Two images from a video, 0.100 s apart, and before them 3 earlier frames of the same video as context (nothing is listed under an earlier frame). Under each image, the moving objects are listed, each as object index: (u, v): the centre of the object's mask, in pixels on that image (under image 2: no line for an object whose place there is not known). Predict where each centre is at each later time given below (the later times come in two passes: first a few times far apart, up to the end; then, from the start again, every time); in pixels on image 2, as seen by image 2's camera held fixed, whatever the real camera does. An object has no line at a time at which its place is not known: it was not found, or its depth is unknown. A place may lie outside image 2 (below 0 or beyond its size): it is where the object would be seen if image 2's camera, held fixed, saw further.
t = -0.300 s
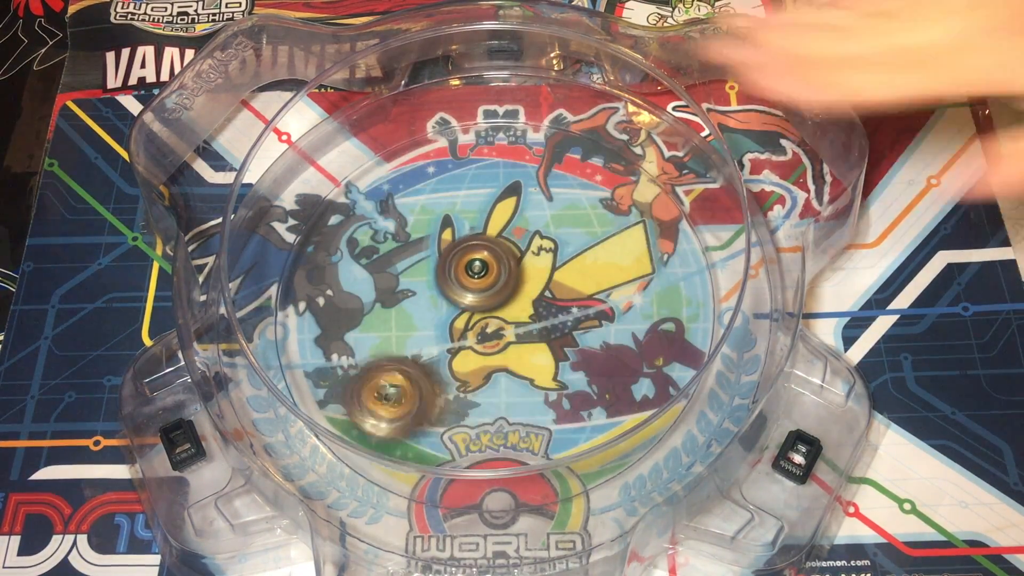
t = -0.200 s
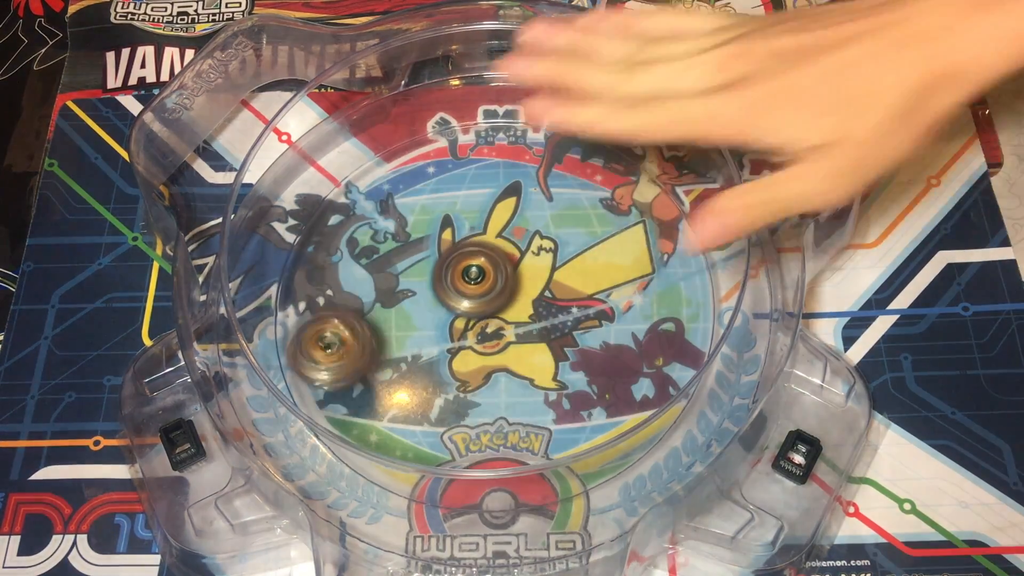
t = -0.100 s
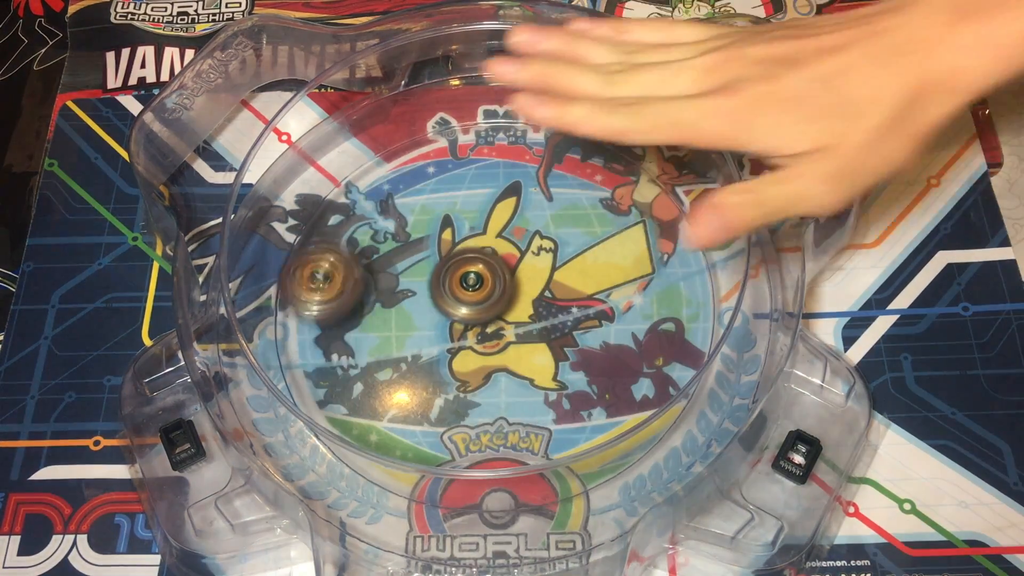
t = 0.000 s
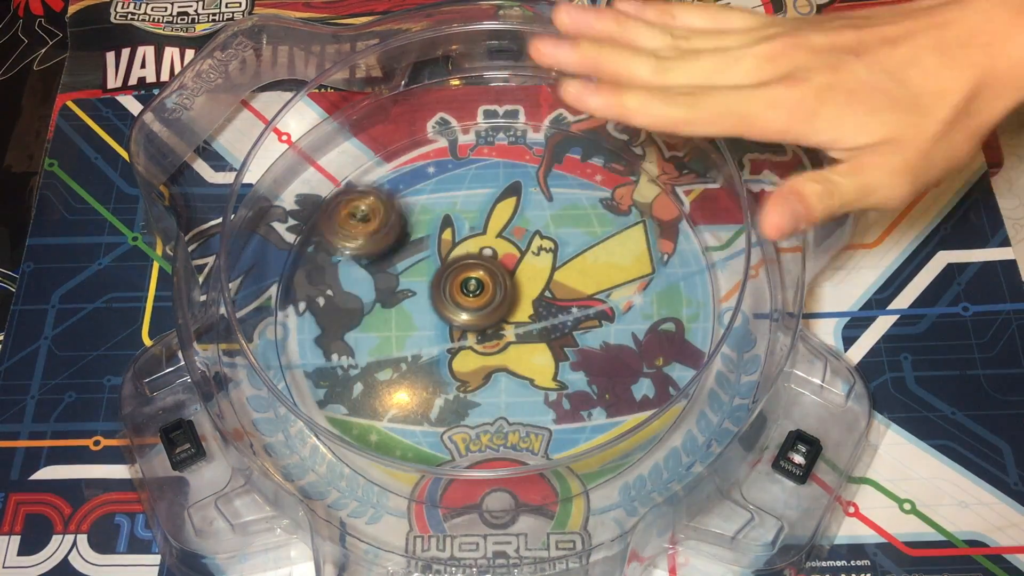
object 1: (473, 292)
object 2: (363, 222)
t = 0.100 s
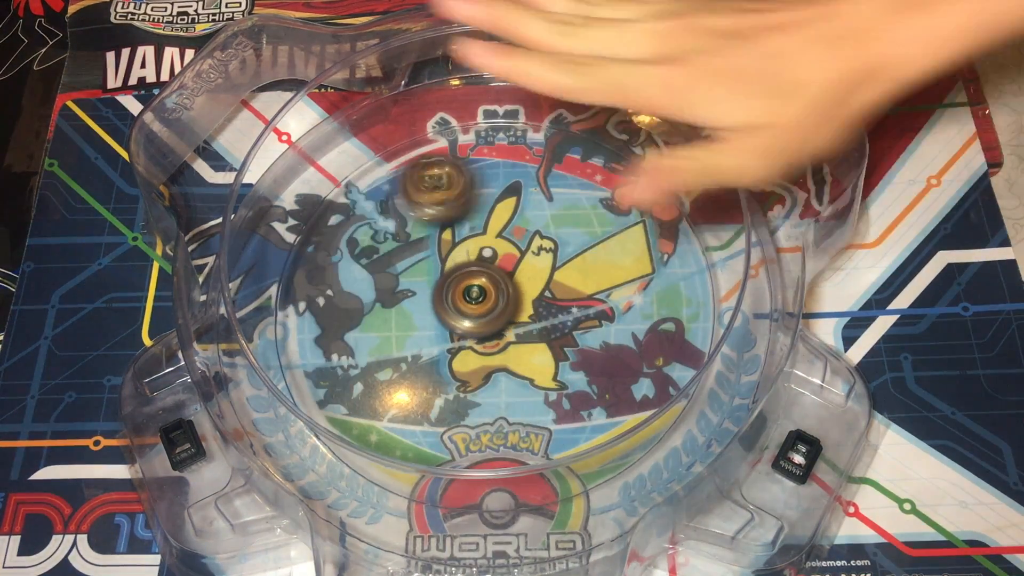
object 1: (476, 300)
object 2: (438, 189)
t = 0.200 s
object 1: (478, 306)
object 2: (521, 193)
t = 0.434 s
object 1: (495, 317)
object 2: (646, 310)
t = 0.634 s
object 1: (507, 319)
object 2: (569, 419)
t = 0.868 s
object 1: (520, 310)
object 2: (403, 362)
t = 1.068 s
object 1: (524, 298)
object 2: (410, 224)
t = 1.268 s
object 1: (522, 286)
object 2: (521, 156)
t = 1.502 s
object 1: (510, 273)
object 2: (625, 247)
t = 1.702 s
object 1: (496, 270)
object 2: (547, 372)
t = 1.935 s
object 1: (482, 273)
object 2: (385, 363)
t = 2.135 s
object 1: (474, 283)
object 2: (361, 257)
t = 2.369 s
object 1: (474, 297)
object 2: (503, 205)
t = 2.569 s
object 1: (484, 308)
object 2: (609, 271)
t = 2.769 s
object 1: (496, 314)
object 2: (598, 376)
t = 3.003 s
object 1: (513, 312)
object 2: (452, 382)
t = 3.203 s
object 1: (521, 305)
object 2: (412, 273)
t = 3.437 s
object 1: (523, 292)
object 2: (496, 183)
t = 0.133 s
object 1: (476, 302)
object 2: (466, 185)
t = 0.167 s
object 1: (477, 304)
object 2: (496, 187)
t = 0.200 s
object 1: (478, 306)
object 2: (521, 193)
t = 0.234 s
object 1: (480, 308)
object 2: (549, 200)
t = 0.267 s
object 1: (482, 310)
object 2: (574, 212)
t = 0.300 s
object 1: (484, 312)
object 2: (594, 227)
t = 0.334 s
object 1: (486, 314)
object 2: (616, 245)
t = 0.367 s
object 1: (489, 315)
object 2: (629, 264)
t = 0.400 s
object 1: (491, 316)
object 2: (640, 286)
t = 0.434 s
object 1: (495, 317)
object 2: (646, 310)
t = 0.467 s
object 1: (497, 318)
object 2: (645, 332)
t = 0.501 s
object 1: (497, 319)
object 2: (642, 353)
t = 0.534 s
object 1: (500, 319)
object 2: (631, 375)
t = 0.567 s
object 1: (503, 320)
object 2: (615, 394)
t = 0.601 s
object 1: (504, 319)
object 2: (593, 408)
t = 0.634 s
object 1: (507, 319)
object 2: (569, 419)
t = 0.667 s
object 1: (510, 318)
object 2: (541, 427)
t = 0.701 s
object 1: (511, 318)
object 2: (513, 430)
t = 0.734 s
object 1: (514, 316)
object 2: (486, 427)
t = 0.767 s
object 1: (516, 315)
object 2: (461, 416)
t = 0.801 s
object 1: (517, 313)
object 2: (432, 399)
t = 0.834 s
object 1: (519, 312)
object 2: (418, 382)
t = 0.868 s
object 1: (520, 310)
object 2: (403, 362)
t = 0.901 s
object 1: (521, 308)
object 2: (394, 339)
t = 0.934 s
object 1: (522, 306)
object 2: (388, 313)
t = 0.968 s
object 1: (523, 304)
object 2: (388, 291)
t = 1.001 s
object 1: (524, 303)
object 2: (392, 267)
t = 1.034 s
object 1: (524, 300)
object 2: (398, 244)
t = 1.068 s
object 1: (524, 298)
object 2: (410, 224)
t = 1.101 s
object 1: (524, 295)
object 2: (423, 206)
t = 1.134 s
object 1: (525, 294)
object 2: (441, 189)
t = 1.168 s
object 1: (524, 292)
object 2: (458, 177)
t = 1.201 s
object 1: (524, 290)
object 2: (477, 166)
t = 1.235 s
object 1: (523, 288)
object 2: (499, 159)
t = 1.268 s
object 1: (522, 286)
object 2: (521, 156)
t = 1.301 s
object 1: (520, 285)
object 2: (542, 158)
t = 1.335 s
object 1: (518, 282)
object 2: (562, 164)
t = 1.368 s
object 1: (517, 279)
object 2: (577, 172)
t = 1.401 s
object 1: (515, 278)
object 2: (599, 186)
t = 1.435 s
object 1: (512, 276)
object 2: (611, 203)
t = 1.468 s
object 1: (511, 275)
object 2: (620, 224)
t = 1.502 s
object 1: (510, 273)
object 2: (625, 247)
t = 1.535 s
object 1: (507, 272)
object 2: (624, 272)
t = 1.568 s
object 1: (505, 271)
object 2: (618, 295)
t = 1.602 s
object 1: (503, 271)
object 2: (606, 319)
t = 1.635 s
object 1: (500, 270)
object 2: (590, 339)
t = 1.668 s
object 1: (498, 270)
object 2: (570, 357)
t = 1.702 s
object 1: (496, 270)
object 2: (547, 372)
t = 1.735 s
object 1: (494, 270)
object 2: (525, 381)
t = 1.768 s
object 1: (492, 270)
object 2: (497, 391)
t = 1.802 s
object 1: (490, 270)
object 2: (471, 391)
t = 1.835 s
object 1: (487, 271)
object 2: (447, 389)
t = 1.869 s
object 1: (485, 271)
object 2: (425, 386)
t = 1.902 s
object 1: (484, 272)
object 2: (403, 375)
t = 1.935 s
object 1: (482, 273)
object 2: (385, 363)
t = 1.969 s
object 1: (481, 275)
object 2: (369, 349)
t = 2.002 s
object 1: (479, 276)
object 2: (358, 333)
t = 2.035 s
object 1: (478, 278)
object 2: (352, 314)
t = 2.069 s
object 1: (476, 280)
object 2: (349, 294)
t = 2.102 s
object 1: (475, 282)
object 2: (351, 277)
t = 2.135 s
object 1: (474, 283)
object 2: (361, 257)
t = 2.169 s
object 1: (473, 285)
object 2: (372, 241)
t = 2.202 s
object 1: (473, 287)
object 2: (390, 229)
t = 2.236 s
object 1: (473, 290)
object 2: (408, 217)
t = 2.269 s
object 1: (473, 291)
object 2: (428, 209)
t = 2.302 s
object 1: (473, 293)
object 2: (455, 204)
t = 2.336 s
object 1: (473, 296)
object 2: (478, 203)
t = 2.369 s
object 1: (474, 297)
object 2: (503, 205)
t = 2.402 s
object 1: (475, 300)
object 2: (526, 210)
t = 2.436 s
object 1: (477, 302)
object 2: (548, 219)
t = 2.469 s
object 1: (478, 304)
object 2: (566, 228)
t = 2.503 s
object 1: (480, 305)
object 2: (583, 241)
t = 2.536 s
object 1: (482, 307)
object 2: (595, 256)
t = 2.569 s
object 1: (484, 308)
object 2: (609, 271)
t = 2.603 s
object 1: (486, 309)
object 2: (616, 289)
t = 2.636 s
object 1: (488, 311)
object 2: (619, 305)
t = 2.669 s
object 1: (490, 312)
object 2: (620, 324)
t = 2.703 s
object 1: (492, 313)
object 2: (616, 343)
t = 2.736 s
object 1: (494, 314)
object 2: (609, 359)
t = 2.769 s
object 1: (496, 314)
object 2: (598, 376)
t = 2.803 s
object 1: (498, 314)
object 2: (583, 388)
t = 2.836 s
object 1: (501, 314)
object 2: (563, 398)
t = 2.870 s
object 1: (503, 314)
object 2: (539, 404)
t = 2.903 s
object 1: (505, 314)
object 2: (517, 406)
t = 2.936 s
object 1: (508, 313)
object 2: (494, 403)
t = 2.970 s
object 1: (510, 312)
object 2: (472, 394)
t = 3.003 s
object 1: (513, 312)
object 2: (452, 382)
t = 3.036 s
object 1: (516, 311)
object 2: (438, 368)
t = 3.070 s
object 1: (517, 310)
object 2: (423, 350)
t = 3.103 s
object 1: (518, 309)
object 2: (416, 331)
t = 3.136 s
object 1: (520, 308)
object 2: (411, 310)
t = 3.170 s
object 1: (521, 307)
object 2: (409, 291)
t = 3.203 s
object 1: (521, 305)
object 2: (412, 273)
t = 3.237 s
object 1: (522, 304)
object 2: (418, 252)
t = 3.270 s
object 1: (523, 303)
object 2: (426, 236)
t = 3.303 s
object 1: (522, 299)
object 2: (436, 221)
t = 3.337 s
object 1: (522, 297)
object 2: (449, 208)
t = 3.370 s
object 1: (522, 295)
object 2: (463, 197)
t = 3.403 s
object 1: (523, 294)
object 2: (479, 189)
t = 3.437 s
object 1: (523, 292)
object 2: (496, 183)
